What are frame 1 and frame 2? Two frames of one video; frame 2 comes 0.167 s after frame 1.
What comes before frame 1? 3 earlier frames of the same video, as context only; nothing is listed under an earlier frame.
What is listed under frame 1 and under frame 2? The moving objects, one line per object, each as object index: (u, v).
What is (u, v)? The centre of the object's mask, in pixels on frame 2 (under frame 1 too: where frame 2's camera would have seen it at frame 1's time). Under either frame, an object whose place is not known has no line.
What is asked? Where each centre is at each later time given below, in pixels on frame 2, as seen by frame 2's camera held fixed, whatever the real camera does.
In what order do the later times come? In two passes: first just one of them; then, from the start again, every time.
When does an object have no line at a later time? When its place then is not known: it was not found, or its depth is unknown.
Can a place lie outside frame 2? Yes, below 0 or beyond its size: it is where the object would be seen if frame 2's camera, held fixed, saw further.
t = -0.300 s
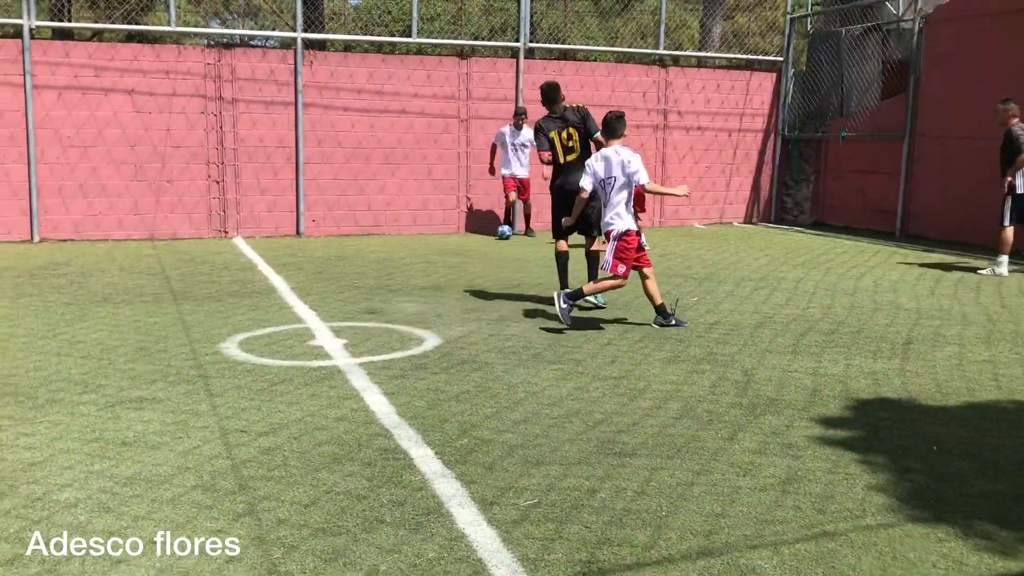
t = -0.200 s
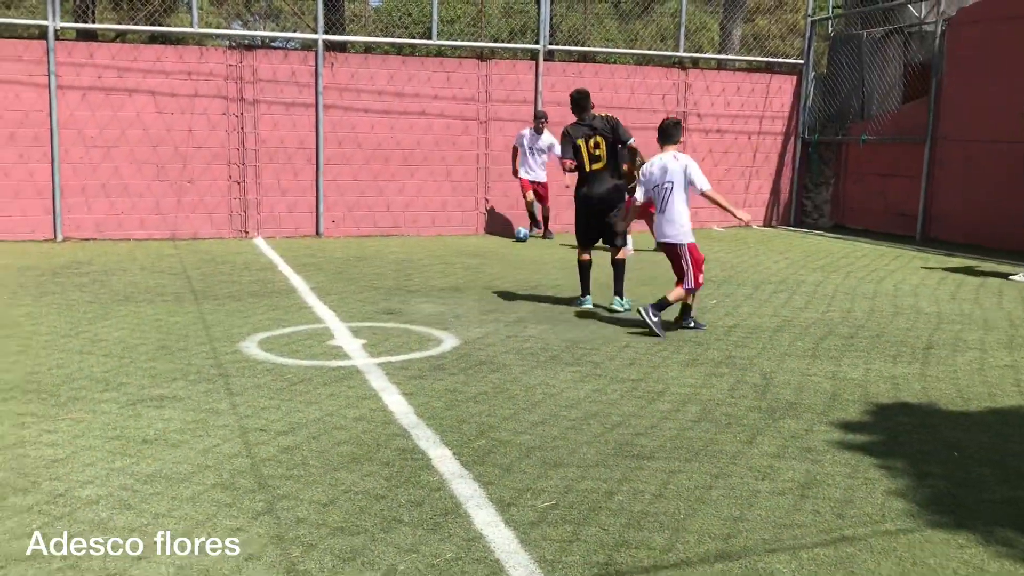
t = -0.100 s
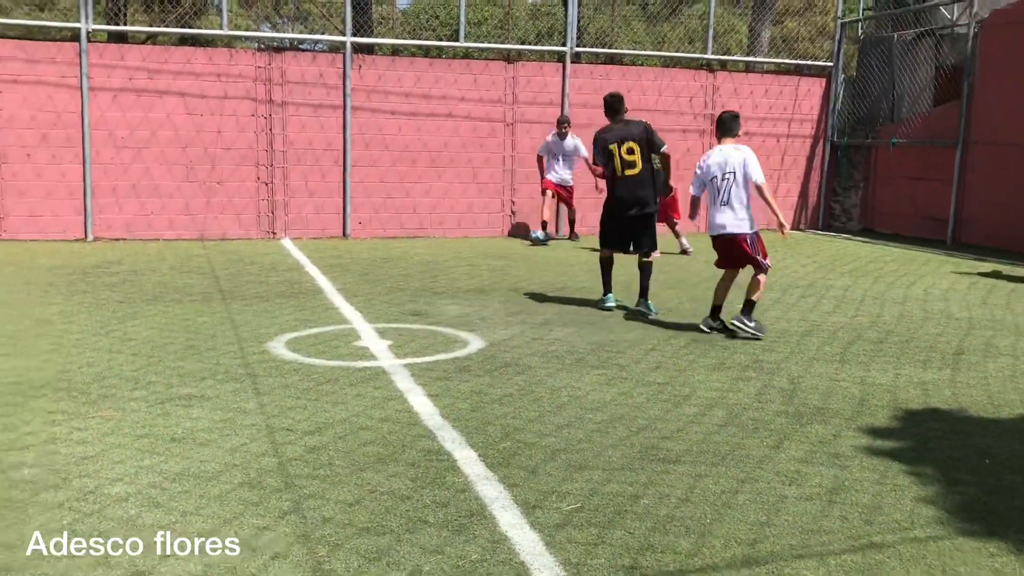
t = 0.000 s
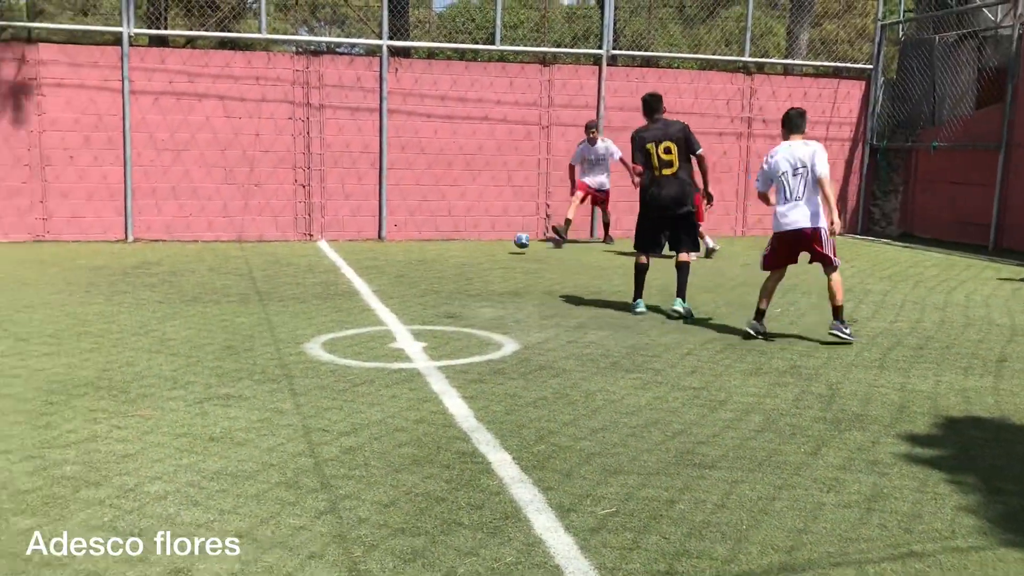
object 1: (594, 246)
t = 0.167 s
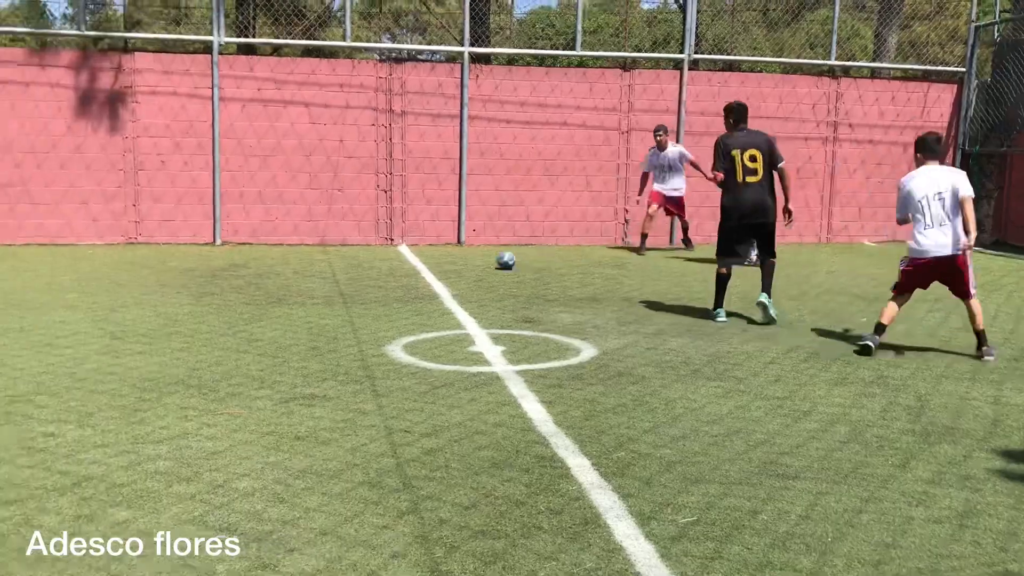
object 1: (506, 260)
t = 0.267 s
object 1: (452, 265)
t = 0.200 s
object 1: (489, 261)
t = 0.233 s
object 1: (471, 263)
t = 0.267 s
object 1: (452, 265)
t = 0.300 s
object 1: (434, 268)
